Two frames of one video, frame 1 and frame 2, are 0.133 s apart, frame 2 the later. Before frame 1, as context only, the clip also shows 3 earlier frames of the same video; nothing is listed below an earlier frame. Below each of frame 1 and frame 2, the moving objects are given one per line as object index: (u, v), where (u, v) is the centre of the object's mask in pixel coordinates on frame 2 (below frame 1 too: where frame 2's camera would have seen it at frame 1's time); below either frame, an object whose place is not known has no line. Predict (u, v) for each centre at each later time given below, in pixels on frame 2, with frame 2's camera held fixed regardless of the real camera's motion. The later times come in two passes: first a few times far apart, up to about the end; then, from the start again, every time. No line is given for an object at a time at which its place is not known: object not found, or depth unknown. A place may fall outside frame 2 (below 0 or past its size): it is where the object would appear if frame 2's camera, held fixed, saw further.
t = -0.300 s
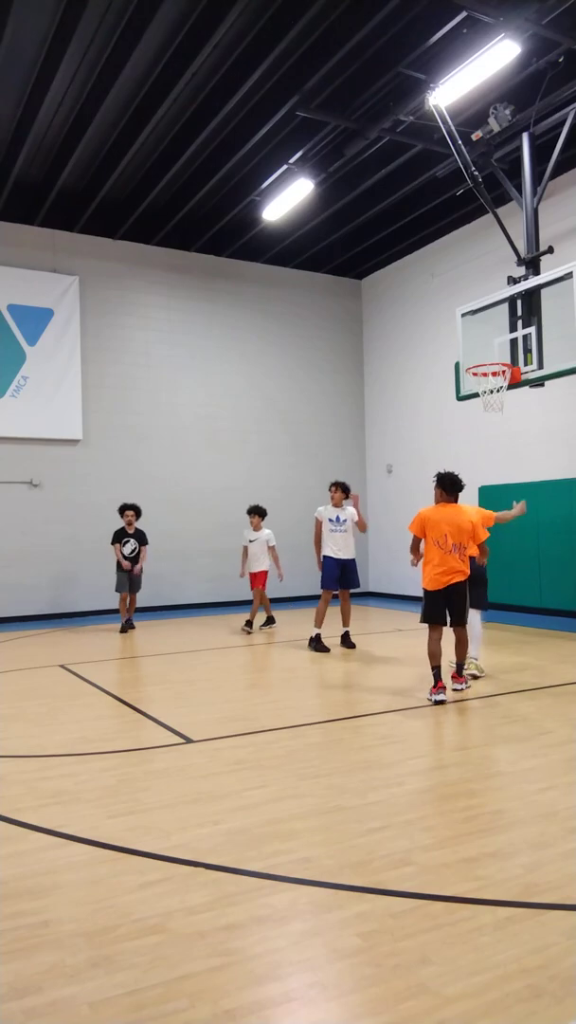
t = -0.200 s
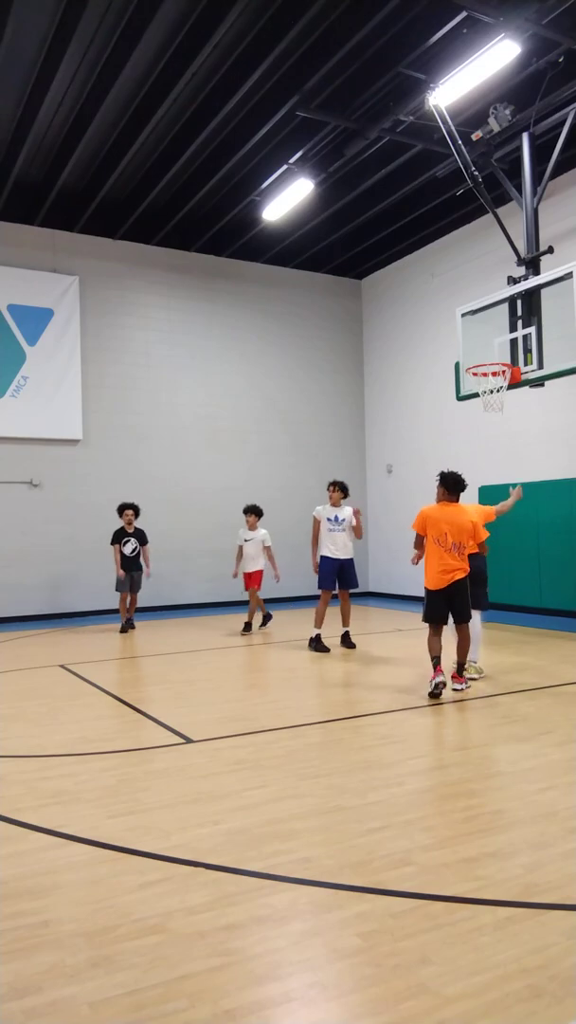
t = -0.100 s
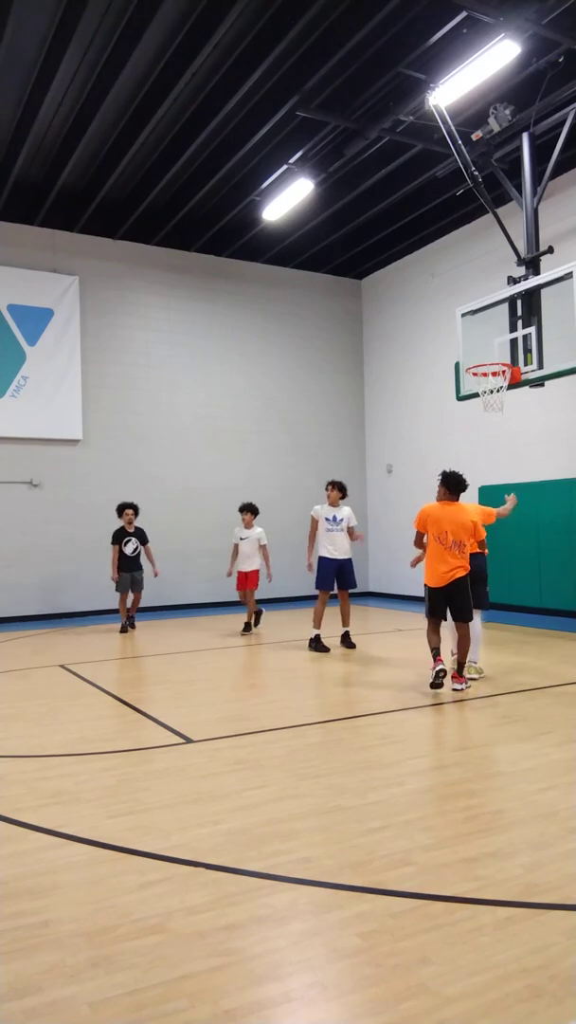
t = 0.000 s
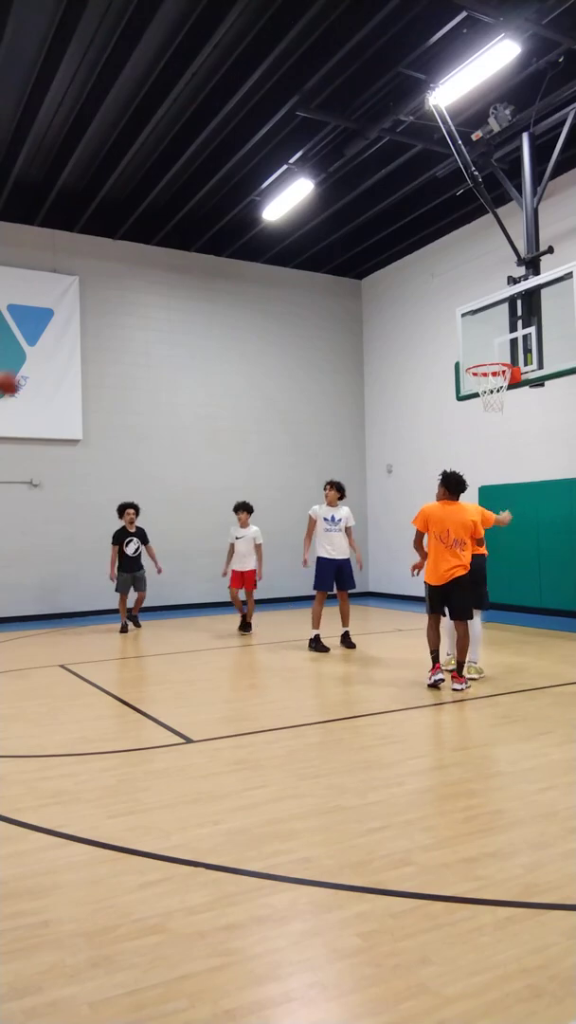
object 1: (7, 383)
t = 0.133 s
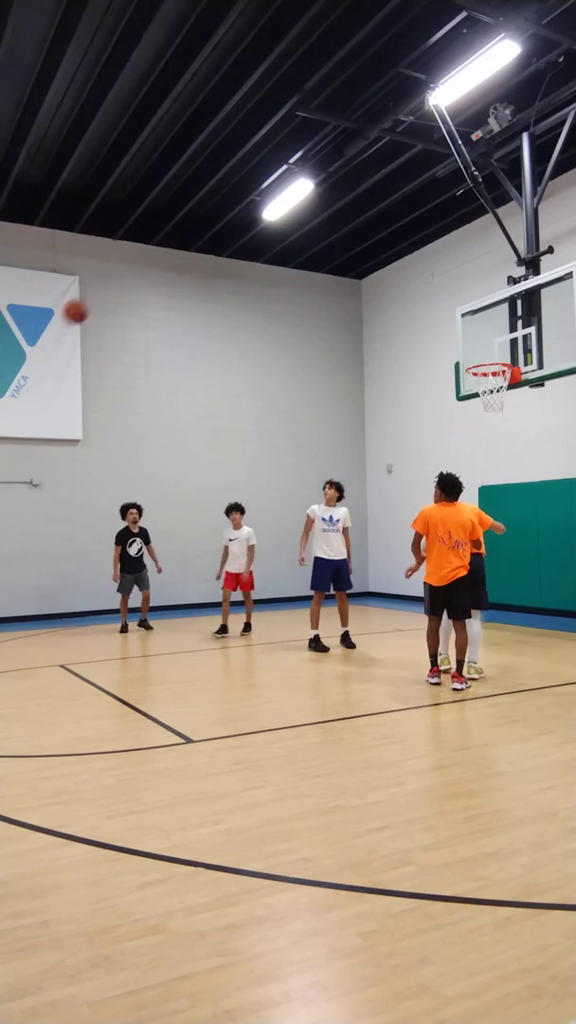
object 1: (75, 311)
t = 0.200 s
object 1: (108, 283)
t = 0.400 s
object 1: (205, 227)
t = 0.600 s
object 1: (301, 213)
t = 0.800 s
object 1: (387, 234)
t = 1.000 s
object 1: (472, 293)
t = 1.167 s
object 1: (528, 363)
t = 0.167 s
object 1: (92, 297)
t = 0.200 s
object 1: (108, 283)
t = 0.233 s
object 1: (125, 271)
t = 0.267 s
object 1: (141, 260)
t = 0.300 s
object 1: (158, 249)
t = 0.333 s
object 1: (174, 240)
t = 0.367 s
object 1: (189, 234)
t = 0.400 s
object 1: (205, 227)
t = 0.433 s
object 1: (221, 222)
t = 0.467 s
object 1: (236, 218)
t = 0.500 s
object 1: (251, 215)
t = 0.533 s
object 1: (264, 213)
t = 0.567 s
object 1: (283, 213)
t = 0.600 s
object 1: (301, 213)
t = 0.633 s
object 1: (315, 212)
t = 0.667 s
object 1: (328, 214)
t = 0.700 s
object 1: (343, 218)
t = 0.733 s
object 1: (358, 222)
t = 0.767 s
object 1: (372, 227)
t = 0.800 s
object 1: (387, 234)
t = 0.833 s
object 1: (401, 241)
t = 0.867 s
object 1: (415, 249)
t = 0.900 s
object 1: (431, 260)
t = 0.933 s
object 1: (444, 269)
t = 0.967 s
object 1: (458, 281)
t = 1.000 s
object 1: (472, 293)
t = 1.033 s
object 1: (487, 307)
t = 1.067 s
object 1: (501, 321)
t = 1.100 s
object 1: (515, 336)
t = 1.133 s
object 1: (529, 353)
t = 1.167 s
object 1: (528, 363)
